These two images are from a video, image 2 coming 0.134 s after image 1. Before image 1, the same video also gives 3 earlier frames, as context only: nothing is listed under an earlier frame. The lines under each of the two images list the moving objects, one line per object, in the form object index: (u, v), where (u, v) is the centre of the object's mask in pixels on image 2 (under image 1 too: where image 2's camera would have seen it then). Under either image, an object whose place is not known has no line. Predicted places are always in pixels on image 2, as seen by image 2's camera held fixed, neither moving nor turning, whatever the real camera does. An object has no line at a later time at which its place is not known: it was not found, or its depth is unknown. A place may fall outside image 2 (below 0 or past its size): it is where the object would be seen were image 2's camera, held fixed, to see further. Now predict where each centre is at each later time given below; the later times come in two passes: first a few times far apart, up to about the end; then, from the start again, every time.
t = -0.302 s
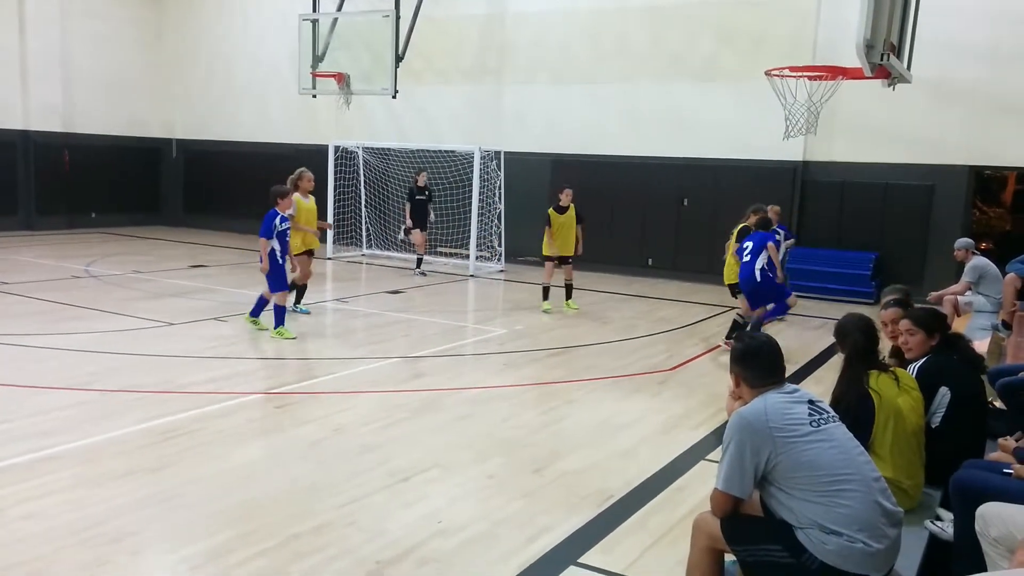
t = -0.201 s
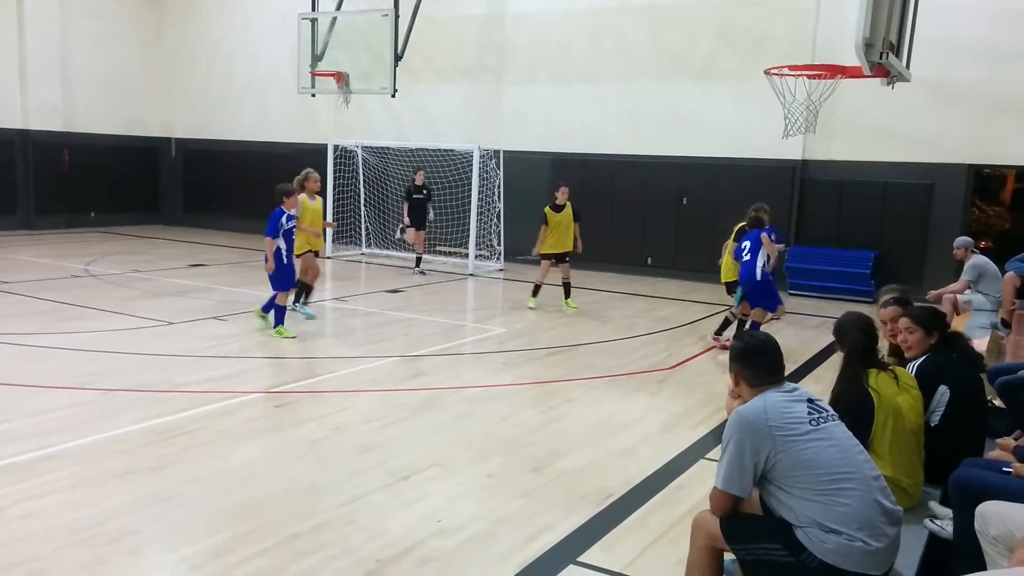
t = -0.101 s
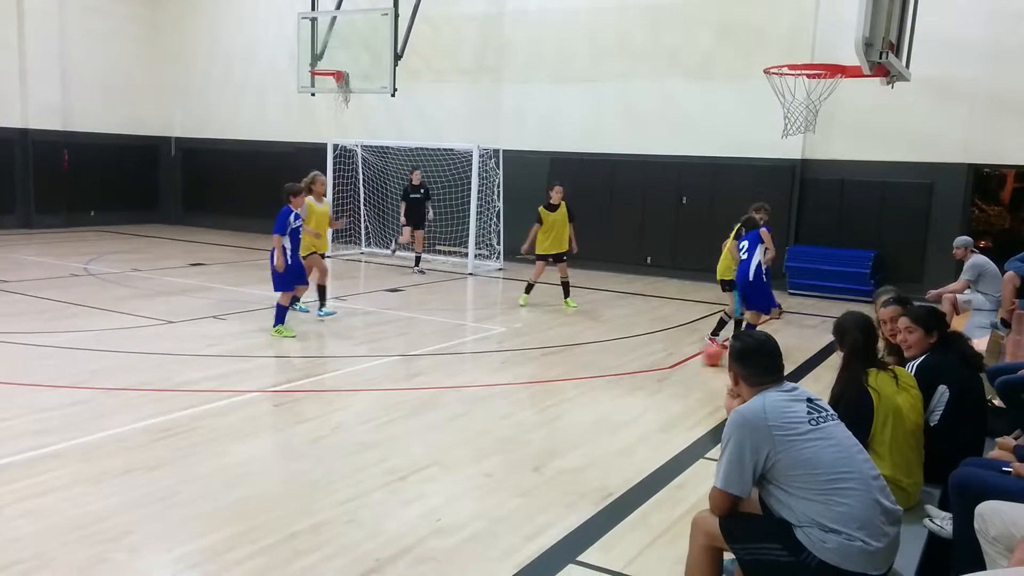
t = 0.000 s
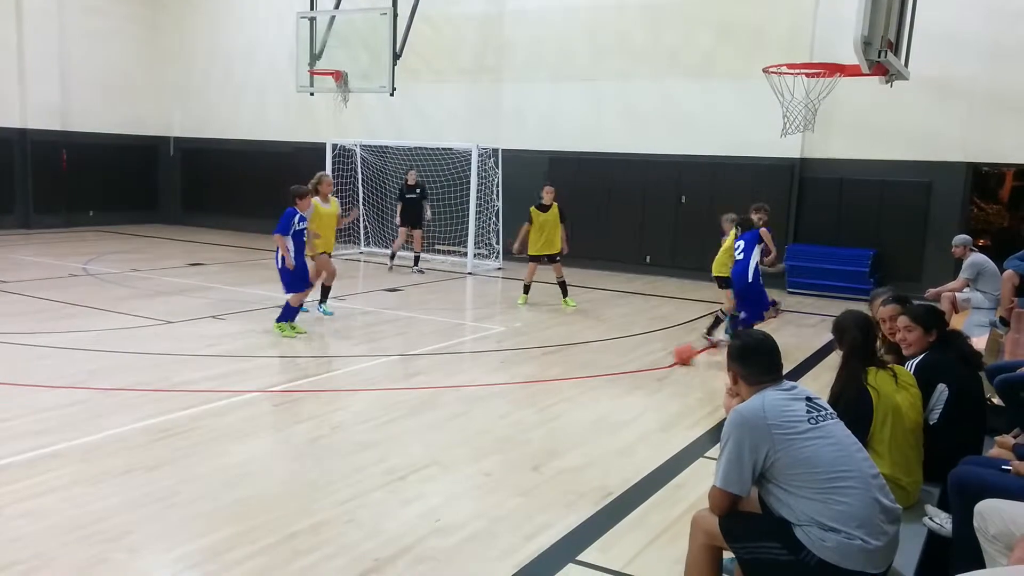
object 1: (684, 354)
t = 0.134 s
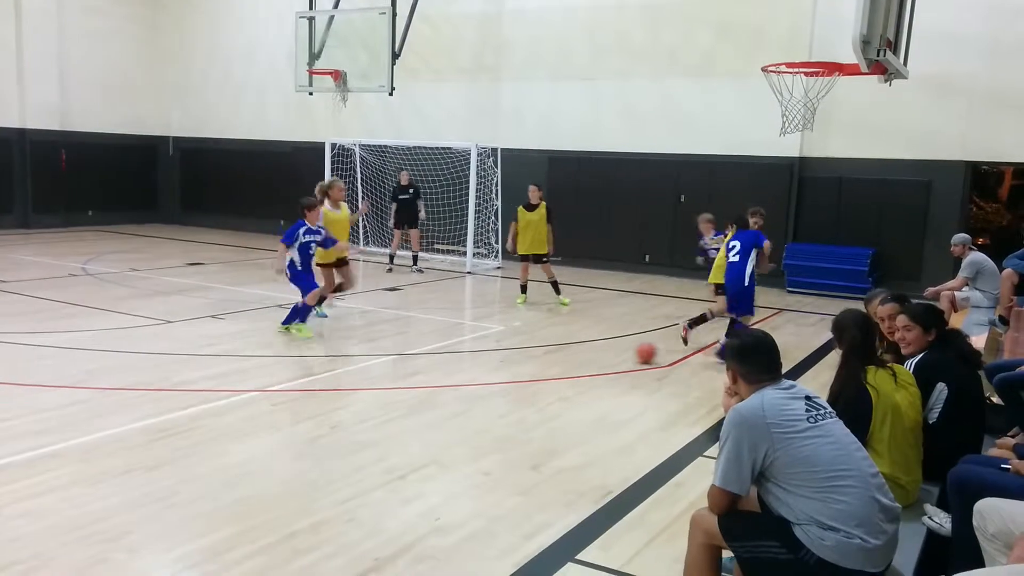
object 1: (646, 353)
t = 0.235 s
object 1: (618, 352)
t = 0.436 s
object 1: (561, 352)
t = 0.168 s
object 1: (637, 353)
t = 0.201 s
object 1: (627, 352)
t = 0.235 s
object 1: (618, 352)
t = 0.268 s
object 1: (609, 353)
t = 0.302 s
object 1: (599, 352)
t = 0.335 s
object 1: (589, 352)
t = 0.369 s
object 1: (580, 352)
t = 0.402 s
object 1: (571, 352)
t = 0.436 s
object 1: (561, 352)
